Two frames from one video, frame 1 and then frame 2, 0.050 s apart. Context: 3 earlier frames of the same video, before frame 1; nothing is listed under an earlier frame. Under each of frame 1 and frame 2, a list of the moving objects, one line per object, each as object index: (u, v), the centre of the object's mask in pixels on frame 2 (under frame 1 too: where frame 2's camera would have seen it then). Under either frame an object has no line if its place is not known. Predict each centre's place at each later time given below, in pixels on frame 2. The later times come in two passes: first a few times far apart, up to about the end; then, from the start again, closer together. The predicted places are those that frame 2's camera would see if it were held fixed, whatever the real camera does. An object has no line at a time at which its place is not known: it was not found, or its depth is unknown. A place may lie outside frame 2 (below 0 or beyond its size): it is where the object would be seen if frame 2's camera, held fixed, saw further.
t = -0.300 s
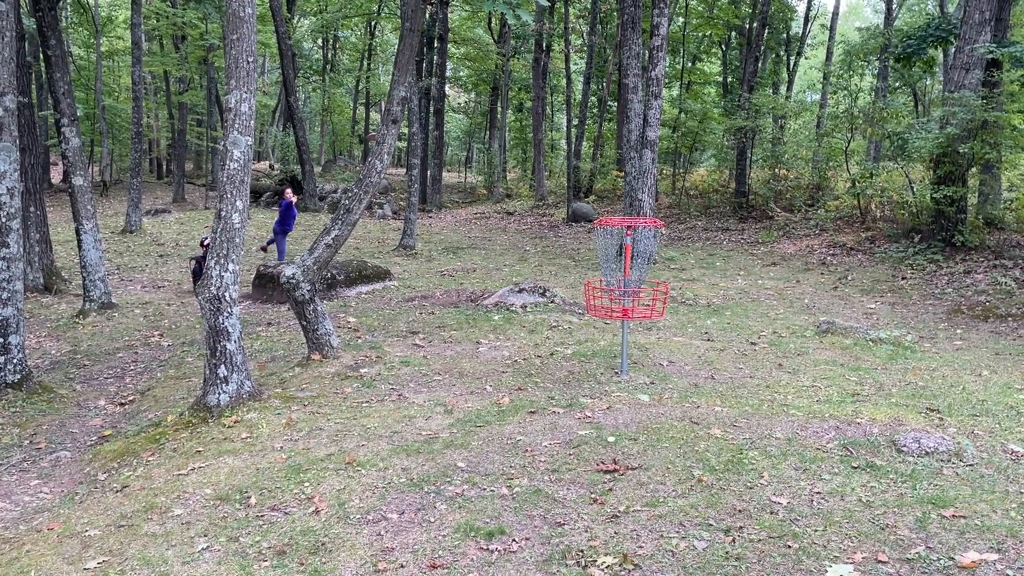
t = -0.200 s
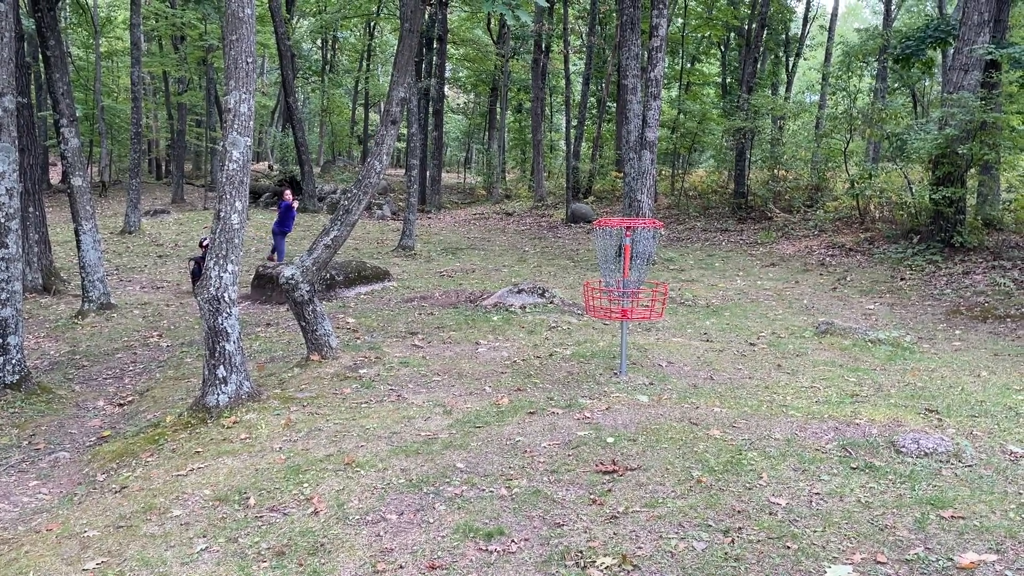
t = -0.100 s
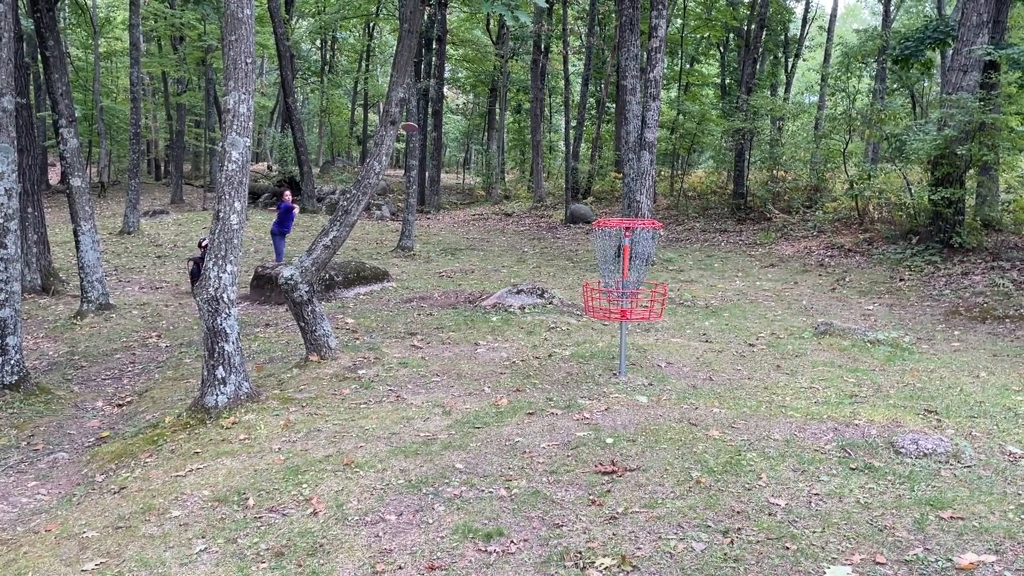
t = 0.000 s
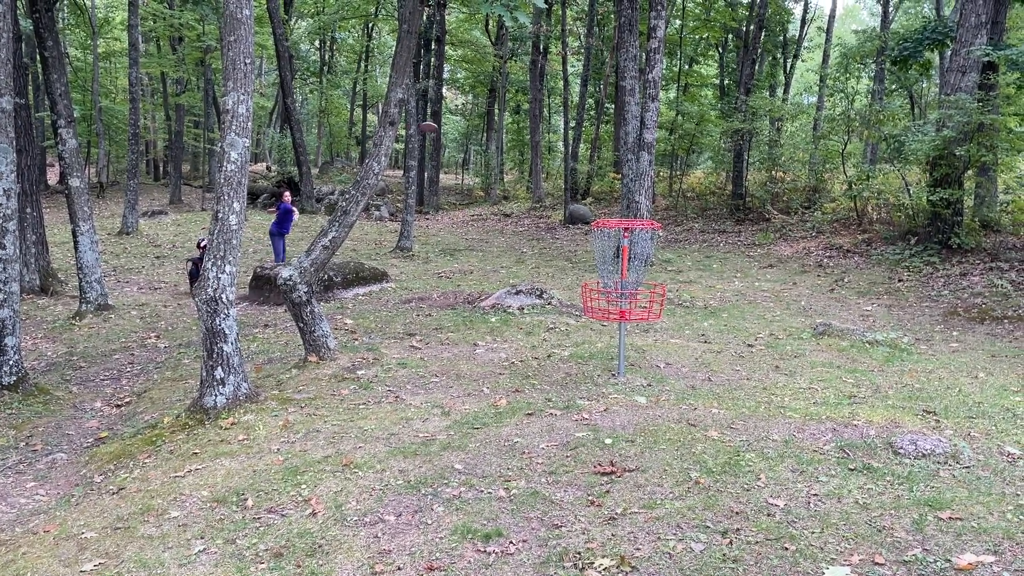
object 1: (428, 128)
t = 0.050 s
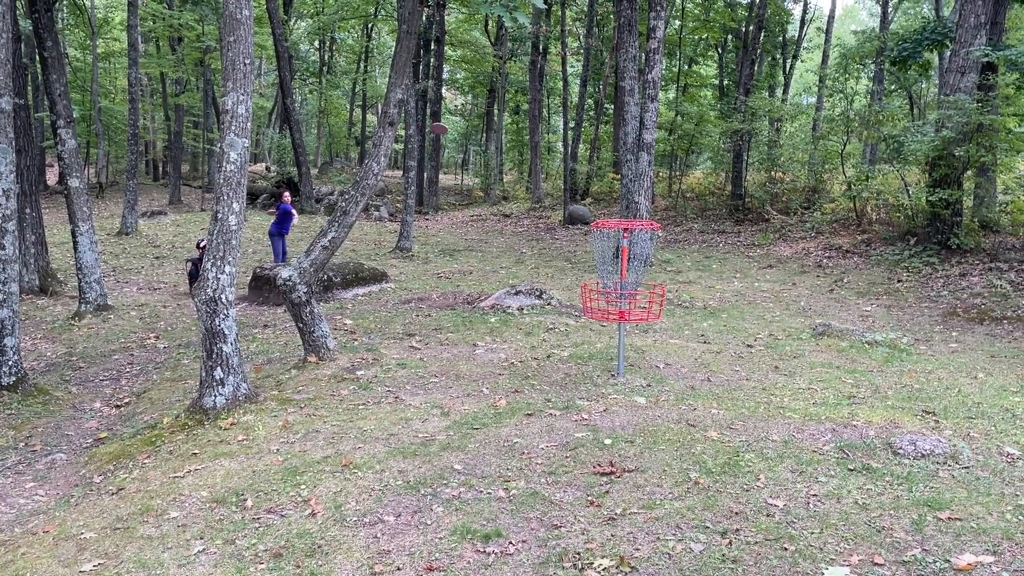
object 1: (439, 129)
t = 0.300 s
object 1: (506, 149)
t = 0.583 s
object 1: (605, 214)
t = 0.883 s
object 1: (739, 353)
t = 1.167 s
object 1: (775, 368)
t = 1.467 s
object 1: (766, 375)
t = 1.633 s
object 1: (746, 374)
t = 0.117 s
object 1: (455, 131)
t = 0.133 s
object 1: (459, 132)
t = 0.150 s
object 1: (463, 134)
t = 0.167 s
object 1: (468, 134)
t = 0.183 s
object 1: (472, 136)
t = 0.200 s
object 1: (476, 138)
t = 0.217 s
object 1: (481, 139)
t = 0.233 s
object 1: (485, 141)
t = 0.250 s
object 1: (490, 143)
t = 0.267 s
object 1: (496, 145)
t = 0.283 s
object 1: (500, 146)
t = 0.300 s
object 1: (506, 149)
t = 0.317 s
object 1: (511, 152)
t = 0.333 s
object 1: (515, 155)
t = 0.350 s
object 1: (522, 158)
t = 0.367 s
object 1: (527, 161)
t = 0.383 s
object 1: (533, 164)
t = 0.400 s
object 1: (537, 167)
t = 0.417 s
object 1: (543, 171)
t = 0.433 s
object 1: (549, 175)
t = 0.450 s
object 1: (555, 178)
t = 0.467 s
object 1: (561, 183)
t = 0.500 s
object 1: (574, 192)
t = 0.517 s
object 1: (580, 196)
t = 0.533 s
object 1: (586, 201)
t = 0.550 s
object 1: (594, 206)
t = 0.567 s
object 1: (600, 211)
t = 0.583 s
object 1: (605, 214)
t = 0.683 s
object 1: (653, 258)
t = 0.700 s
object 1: (657, 262)
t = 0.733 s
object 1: (671, 277)
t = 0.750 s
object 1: (678, 285)
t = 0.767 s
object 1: (685, 293)
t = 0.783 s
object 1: (694, 301)
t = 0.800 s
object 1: (701, 308)
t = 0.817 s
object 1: (708, 317)
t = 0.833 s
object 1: (716, 326)
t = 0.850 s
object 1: (723, 335)
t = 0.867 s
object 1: (731, 344)
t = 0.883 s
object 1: (739, 353)
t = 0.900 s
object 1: (745, 361)
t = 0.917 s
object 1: (747, 360)
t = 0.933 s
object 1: (748, 362)
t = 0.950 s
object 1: (751, 362)
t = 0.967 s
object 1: (752, 360)
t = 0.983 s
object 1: (754, 360)
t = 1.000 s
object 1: (756, 360)
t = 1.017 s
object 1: (758, 358)
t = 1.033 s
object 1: (760, 359)
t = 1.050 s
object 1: (761, 358)
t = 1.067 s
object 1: (763, 359)
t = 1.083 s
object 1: (764, 359)
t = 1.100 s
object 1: (767, 360)
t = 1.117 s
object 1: (769, 362)
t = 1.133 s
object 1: (771, 363)
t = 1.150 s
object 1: (773, 364)
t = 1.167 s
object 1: (775, 368)
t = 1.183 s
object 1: (776, 369)
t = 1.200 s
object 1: (776, 369)
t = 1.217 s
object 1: (776, 368)
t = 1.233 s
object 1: (776, 368)
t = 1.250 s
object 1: (776, 368)
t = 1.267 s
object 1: (776, 369)
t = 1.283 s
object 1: (776, 369)
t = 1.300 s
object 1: (776, 370)
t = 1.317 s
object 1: (776, 370)
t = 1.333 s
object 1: (775, 371)
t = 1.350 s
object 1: (774, 371)
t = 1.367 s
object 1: (774, 372)
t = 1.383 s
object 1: (773, 373)
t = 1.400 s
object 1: (771, 373)
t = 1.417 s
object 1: (769, 374)
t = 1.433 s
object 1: (768, 375)
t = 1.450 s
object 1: (767, 375)
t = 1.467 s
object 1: (766, 375)
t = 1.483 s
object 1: (764, 375)
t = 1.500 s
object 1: (762, 375)
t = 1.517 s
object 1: (761, 375)
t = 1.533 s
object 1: (758, 375)
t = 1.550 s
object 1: (757, 375)
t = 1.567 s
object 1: (754, 375)
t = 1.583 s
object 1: (752, 375)
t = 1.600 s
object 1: (750, 375)
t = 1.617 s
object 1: (748, 375)
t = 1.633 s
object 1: (746, 374)
